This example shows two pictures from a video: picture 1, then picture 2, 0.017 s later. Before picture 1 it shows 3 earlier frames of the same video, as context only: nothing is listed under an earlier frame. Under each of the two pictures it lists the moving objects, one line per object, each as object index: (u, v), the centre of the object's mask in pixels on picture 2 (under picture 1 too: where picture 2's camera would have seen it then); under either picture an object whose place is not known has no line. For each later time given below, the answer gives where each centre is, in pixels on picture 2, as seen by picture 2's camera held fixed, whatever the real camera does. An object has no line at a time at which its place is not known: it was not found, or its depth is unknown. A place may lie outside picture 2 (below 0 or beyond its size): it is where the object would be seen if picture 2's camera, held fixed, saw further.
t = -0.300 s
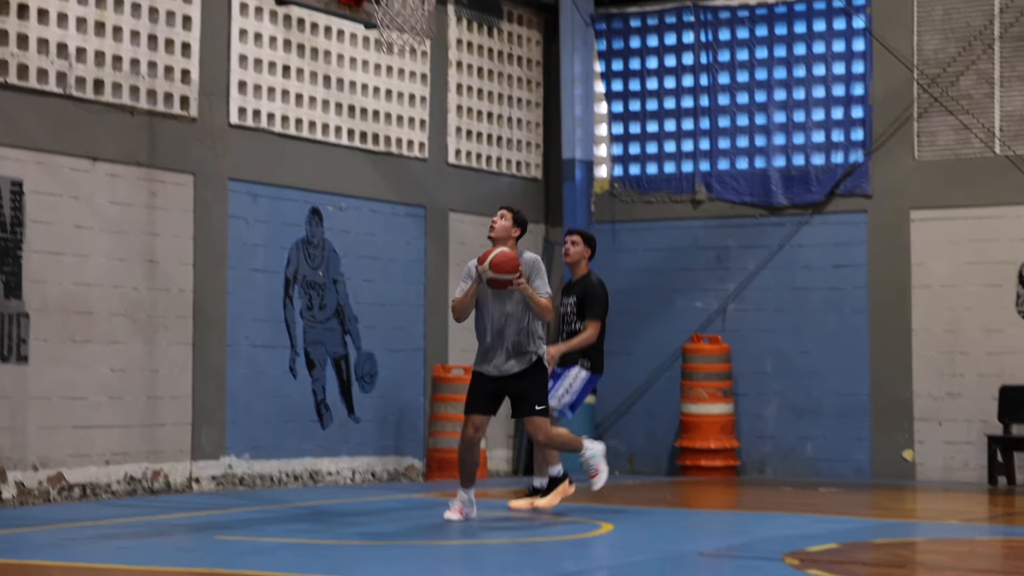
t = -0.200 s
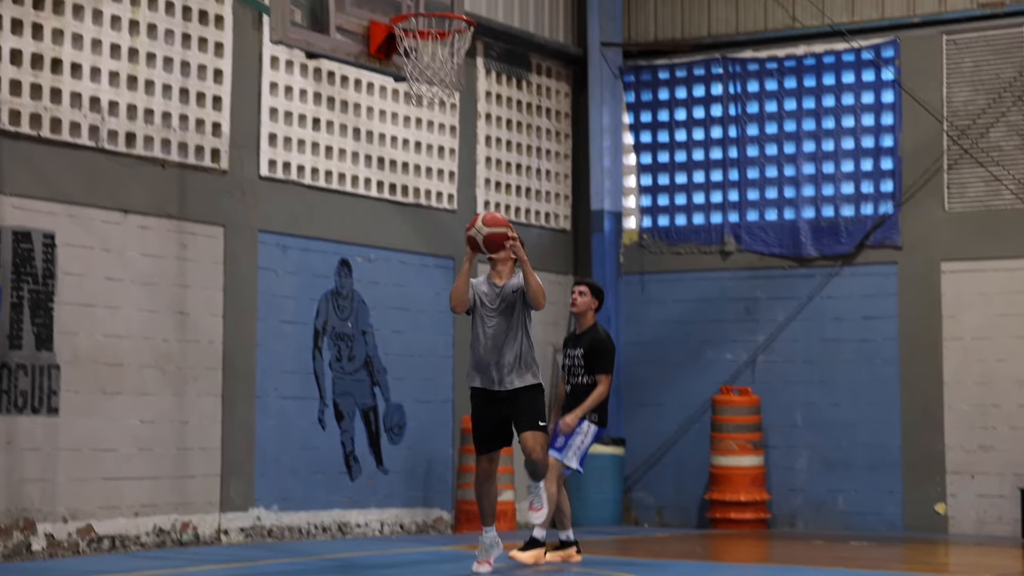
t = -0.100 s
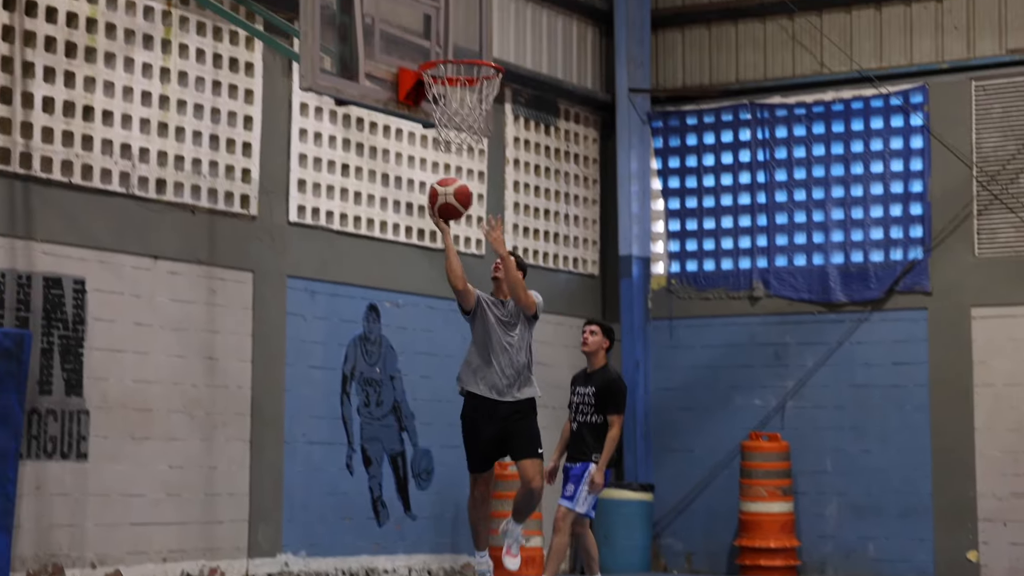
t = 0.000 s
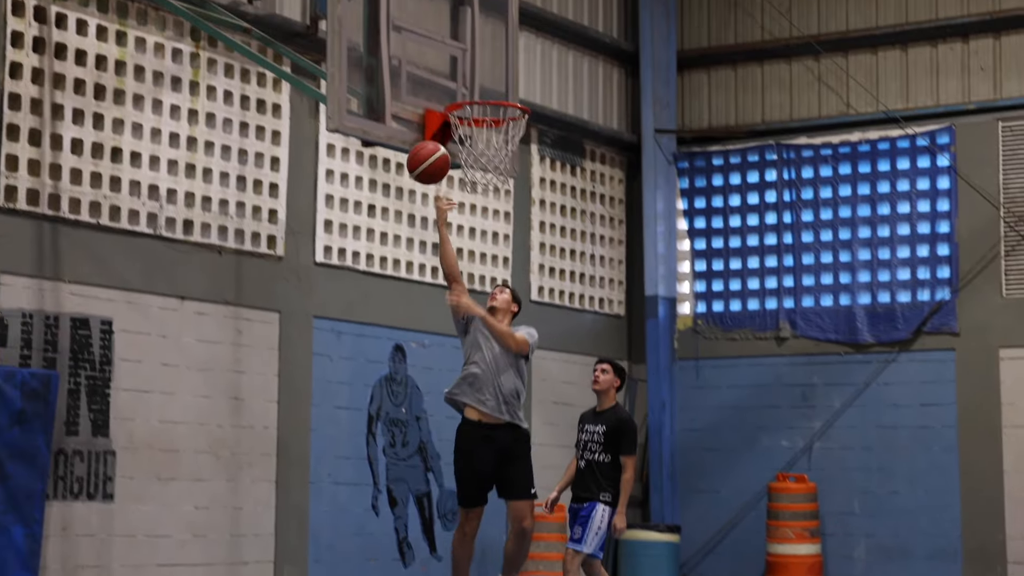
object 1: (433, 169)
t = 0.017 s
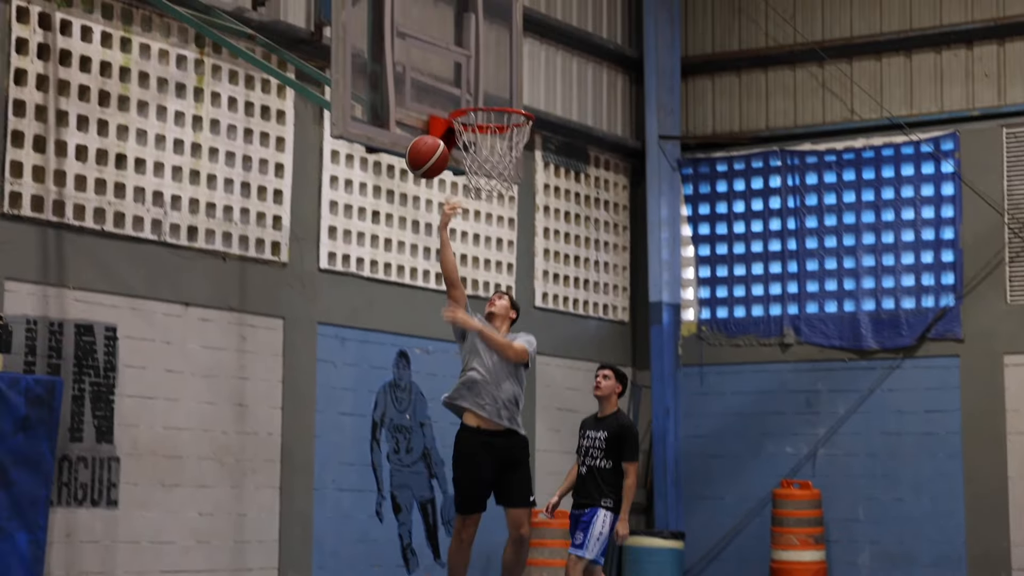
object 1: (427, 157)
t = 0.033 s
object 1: (422, 145)
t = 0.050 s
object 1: (416, 133)
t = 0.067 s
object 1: (410, 122)
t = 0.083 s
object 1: (405, 112)
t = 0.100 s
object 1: (399, 103)
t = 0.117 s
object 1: (394, 94)
